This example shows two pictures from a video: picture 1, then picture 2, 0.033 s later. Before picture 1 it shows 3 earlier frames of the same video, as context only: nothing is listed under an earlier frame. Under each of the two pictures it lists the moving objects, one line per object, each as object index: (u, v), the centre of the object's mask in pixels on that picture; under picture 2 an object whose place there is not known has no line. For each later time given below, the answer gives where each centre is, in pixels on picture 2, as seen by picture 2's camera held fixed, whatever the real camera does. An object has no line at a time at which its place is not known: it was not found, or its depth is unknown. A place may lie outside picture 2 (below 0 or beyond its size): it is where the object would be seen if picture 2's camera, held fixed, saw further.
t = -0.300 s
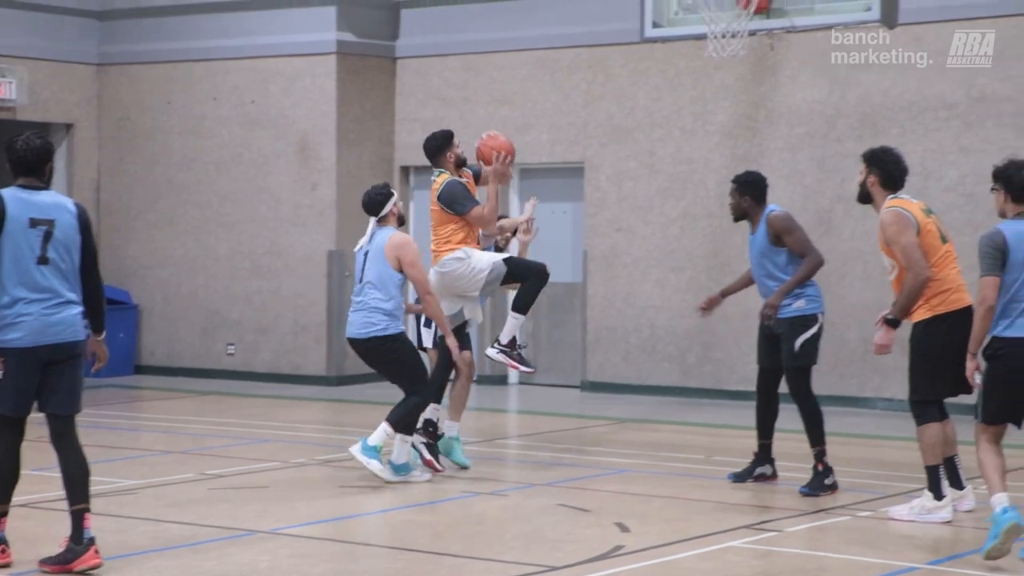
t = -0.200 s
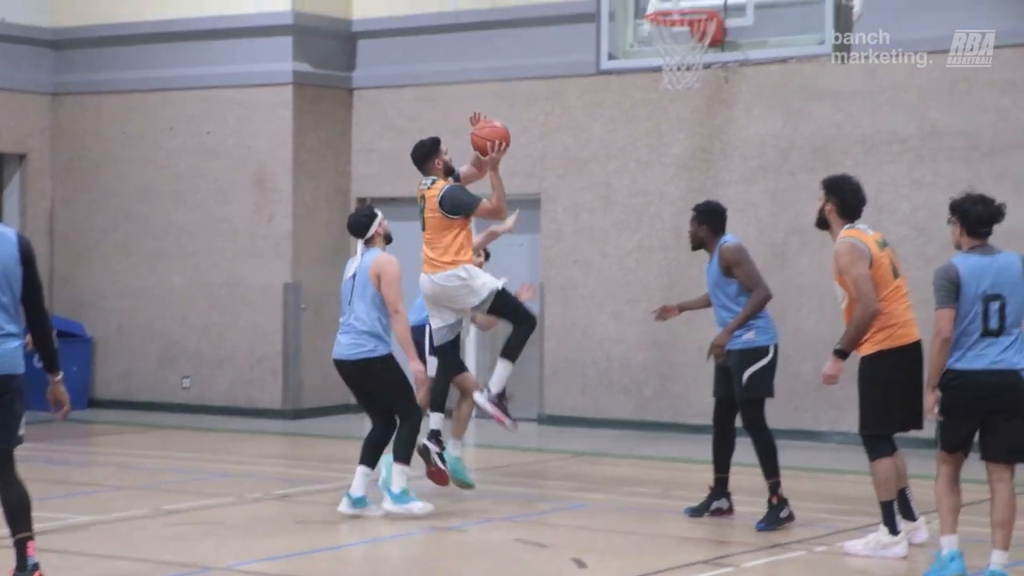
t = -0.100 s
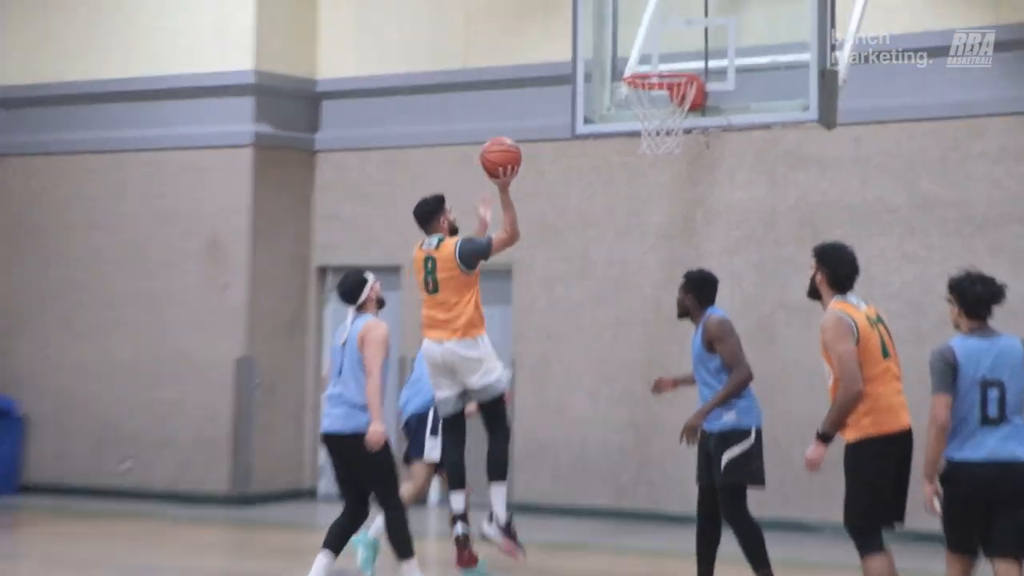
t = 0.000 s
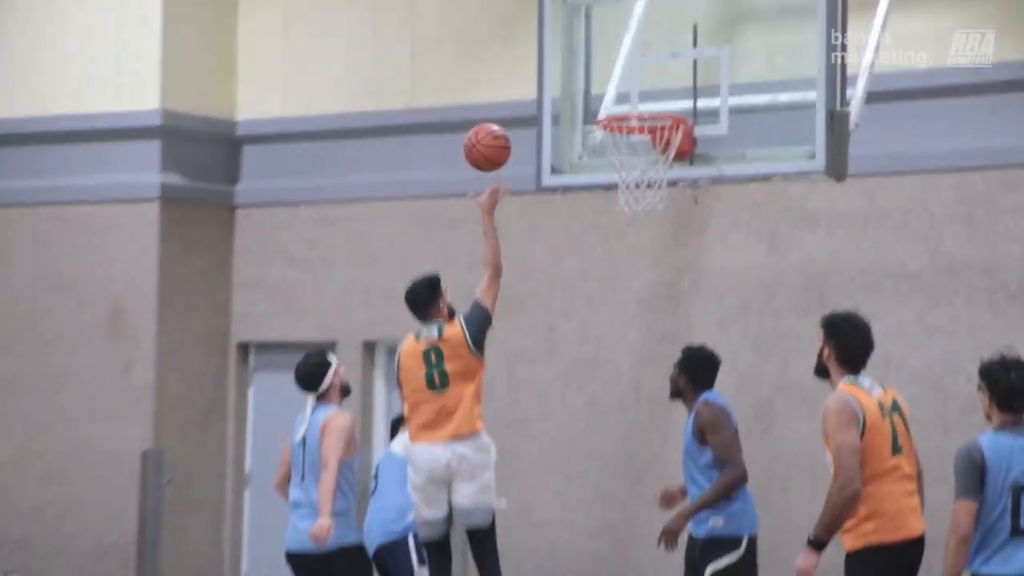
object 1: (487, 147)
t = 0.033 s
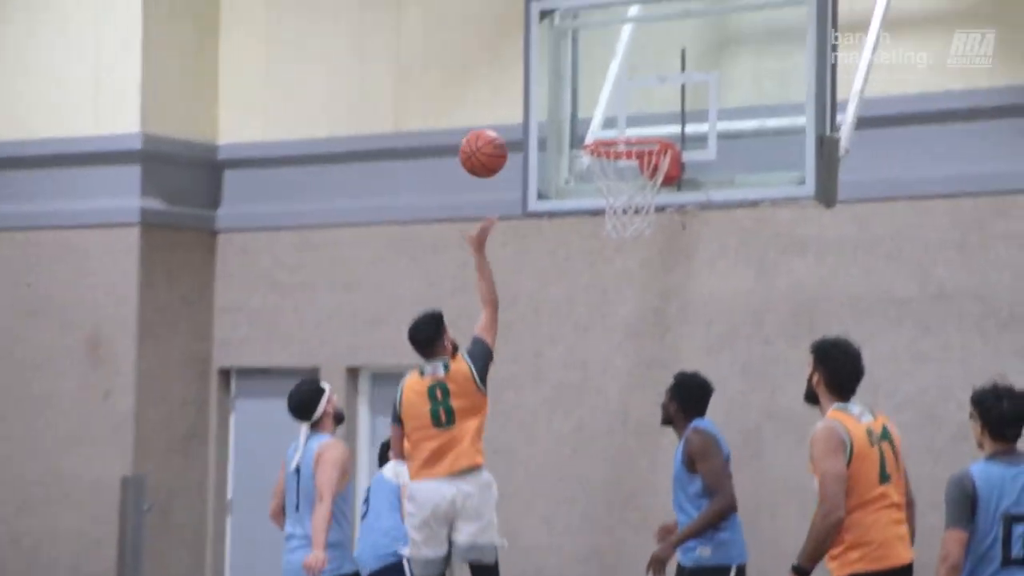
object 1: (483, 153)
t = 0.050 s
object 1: (489, 145)
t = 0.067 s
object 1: (494, 136)
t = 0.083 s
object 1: (498, 129)
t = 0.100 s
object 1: (504, 122)
